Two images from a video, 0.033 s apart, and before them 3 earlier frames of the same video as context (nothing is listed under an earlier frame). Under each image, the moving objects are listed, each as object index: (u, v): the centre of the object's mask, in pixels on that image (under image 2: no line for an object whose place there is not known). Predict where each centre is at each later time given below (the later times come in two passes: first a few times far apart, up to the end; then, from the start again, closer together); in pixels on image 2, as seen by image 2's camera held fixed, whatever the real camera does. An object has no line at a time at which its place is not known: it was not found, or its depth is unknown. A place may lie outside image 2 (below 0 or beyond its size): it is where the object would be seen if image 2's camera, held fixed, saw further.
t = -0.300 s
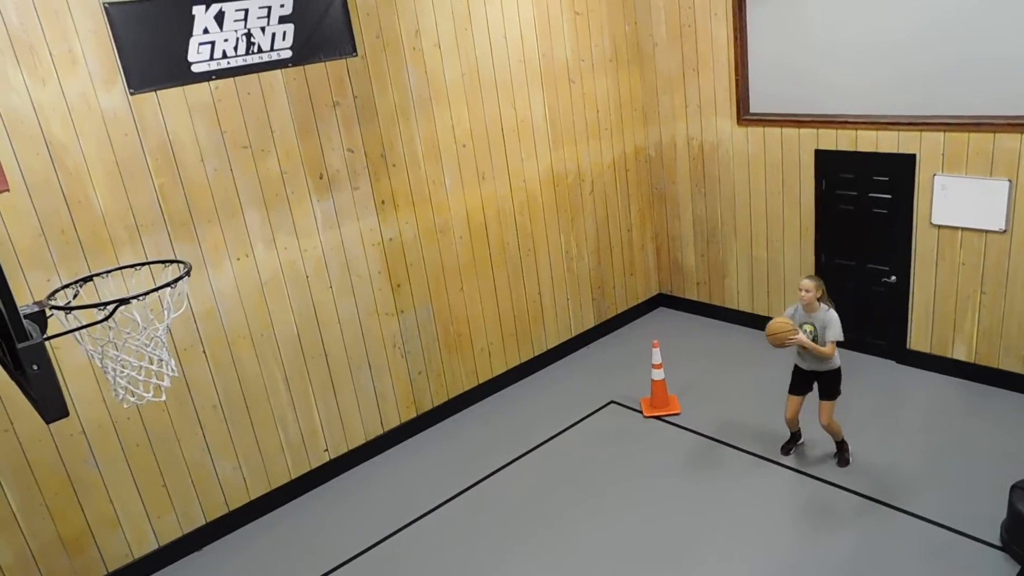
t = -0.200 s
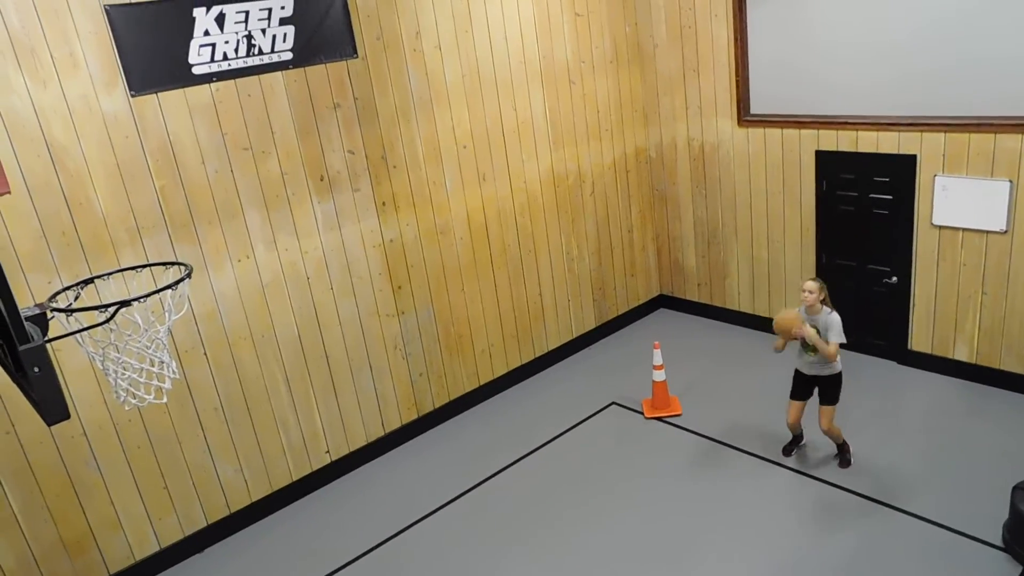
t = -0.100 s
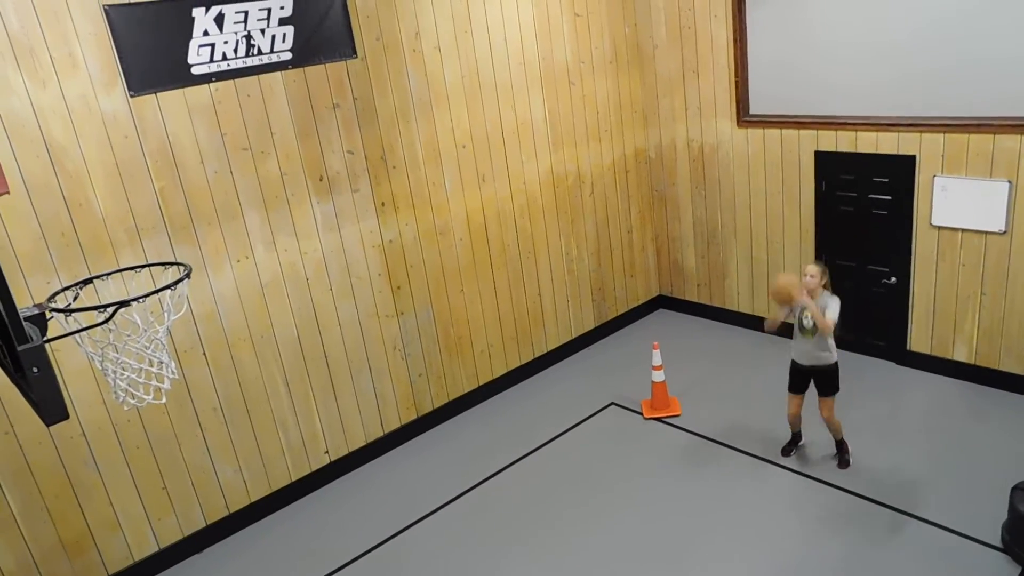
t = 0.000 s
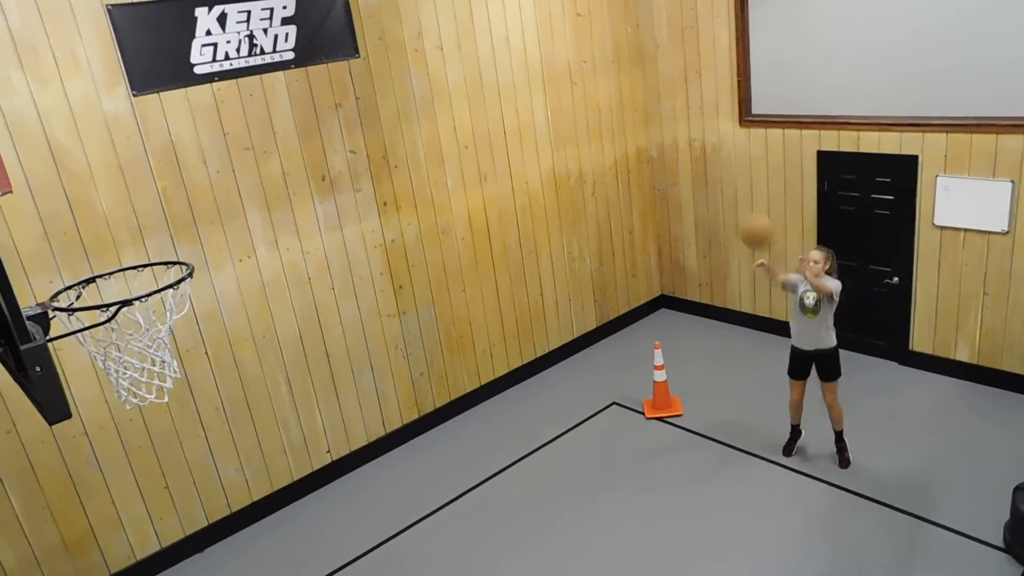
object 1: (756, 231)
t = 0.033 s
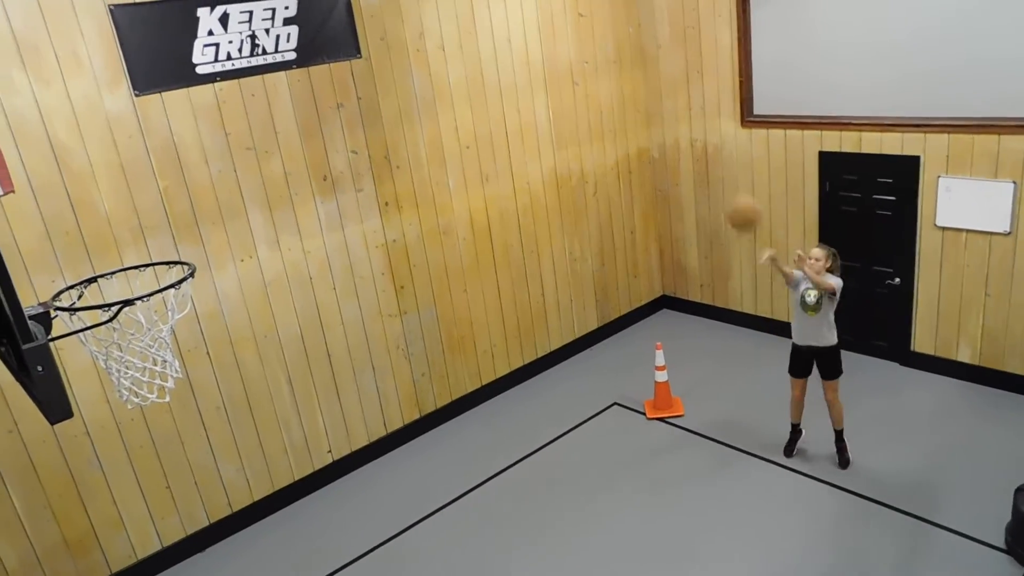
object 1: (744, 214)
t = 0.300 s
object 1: (600, 94)
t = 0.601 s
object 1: (367, 84)
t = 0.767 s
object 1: (218, 174)
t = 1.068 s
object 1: (132, 428)
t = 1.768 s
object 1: (448, 556)
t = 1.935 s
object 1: (590, 547)
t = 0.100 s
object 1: (714, 174)
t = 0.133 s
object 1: (696, 162)
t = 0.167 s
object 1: (679, 148)
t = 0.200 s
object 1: (660, 133)
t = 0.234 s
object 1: (641, 118)
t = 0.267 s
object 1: (620, 105)
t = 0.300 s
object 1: (600, 94)
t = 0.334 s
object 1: (577, 84)
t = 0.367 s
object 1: (555, 76)
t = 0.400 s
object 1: (531, 70)
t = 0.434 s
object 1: (506, 66)
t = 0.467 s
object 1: (481, 65)
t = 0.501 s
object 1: (456, 67)
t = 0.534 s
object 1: (425, 69)
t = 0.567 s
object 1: (398, 75)
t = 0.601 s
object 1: (367, 84)
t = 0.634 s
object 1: (341, 94)
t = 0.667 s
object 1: (309, 110)
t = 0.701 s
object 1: (279, 128)
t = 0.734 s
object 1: (247, 149)
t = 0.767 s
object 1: (218, 174)
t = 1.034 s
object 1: (122, 410)
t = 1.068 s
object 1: (132, 428)
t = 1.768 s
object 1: (448, 556)
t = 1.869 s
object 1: (538, 548)
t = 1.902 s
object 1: (565, 548)
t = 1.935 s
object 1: (590, 547)
